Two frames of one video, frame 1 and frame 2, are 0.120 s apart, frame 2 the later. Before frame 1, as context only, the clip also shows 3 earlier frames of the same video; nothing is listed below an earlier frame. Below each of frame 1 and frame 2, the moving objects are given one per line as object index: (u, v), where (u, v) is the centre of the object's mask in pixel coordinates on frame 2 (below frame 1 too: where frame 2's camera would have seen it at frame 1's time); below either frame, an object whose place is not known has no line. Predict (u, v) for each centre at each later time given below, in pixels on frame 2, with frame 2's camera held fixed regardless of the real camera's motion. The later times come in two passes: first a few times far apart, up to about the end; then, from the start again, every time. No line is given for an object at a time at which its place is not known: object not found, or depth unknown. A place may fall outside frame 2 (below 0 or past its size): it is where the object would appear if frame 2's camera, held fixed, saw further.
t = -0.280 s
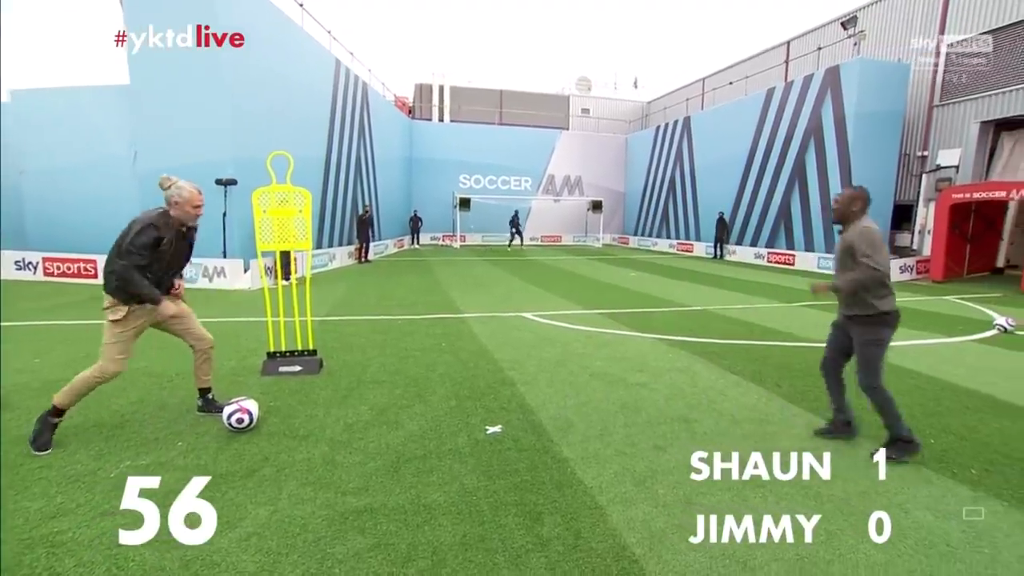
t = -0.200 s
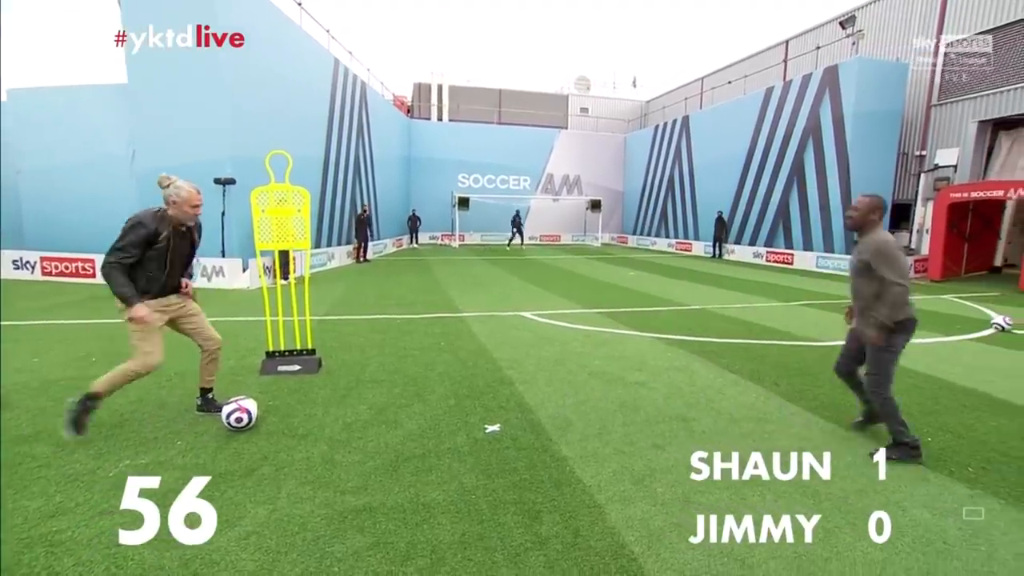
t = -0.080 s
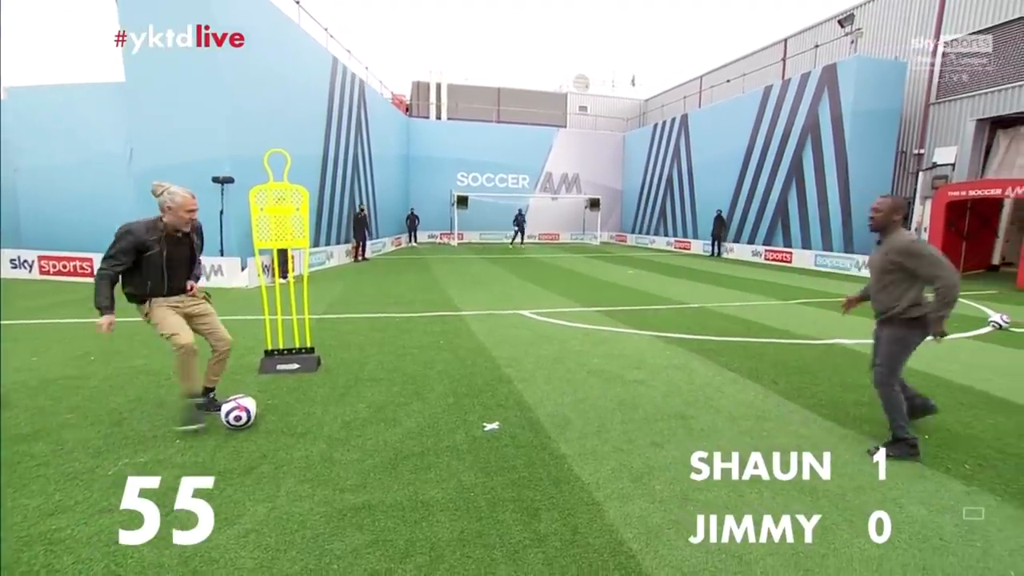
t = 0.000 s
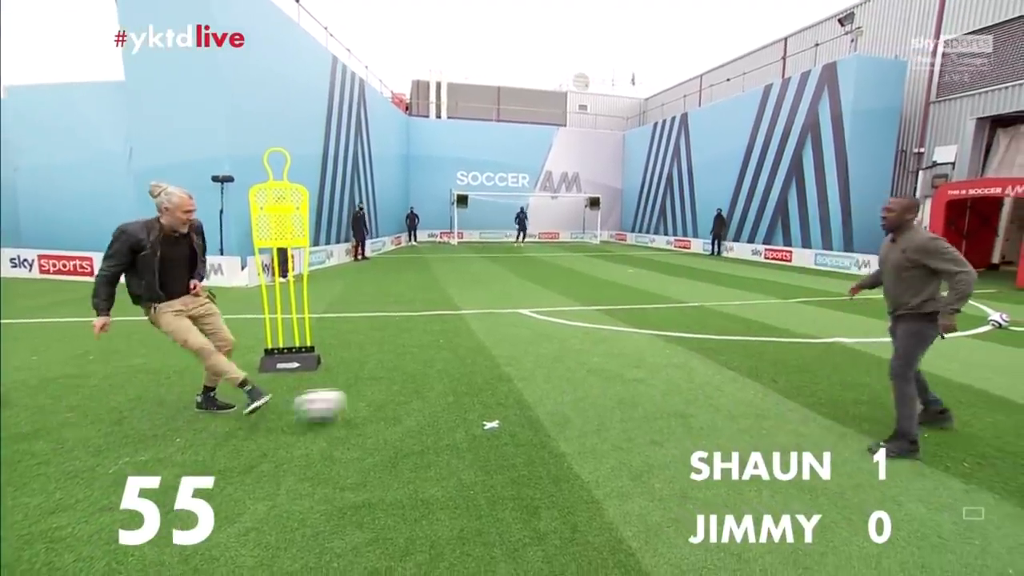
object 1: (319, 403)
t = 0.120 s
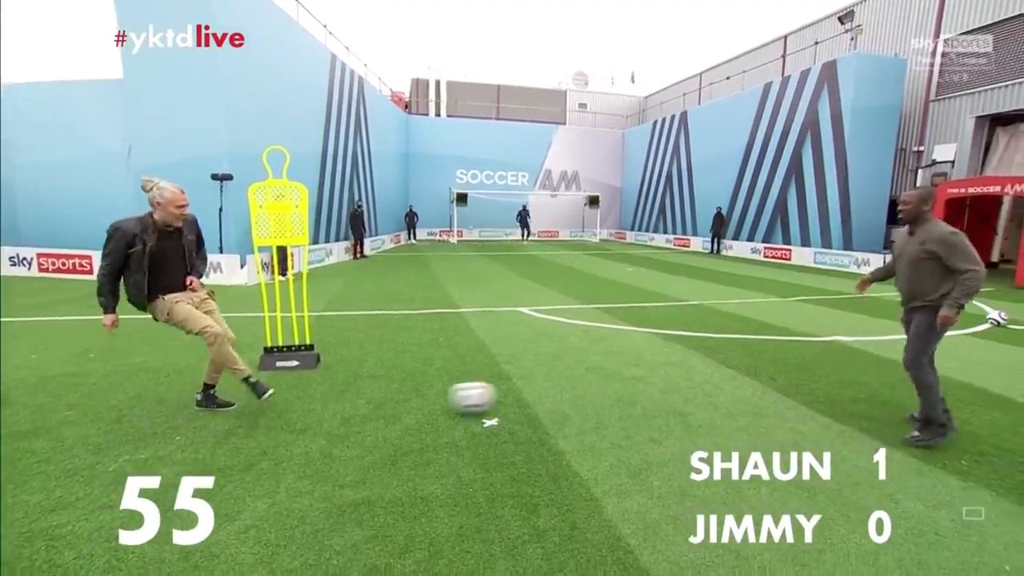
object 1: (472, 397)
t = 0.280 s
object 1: (639, 391)
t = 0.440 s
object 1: (761, 381)
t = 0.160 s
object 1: (517, 396)
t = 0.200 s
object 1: (560, 393)
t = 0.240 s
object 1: (600, 391)
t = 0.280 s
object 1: (639, 391)
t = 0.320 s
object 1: (673, 388)
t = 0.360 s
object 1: (704, 387)
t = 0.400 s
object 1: (736, 384)
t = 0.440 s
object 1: (761, 381)
